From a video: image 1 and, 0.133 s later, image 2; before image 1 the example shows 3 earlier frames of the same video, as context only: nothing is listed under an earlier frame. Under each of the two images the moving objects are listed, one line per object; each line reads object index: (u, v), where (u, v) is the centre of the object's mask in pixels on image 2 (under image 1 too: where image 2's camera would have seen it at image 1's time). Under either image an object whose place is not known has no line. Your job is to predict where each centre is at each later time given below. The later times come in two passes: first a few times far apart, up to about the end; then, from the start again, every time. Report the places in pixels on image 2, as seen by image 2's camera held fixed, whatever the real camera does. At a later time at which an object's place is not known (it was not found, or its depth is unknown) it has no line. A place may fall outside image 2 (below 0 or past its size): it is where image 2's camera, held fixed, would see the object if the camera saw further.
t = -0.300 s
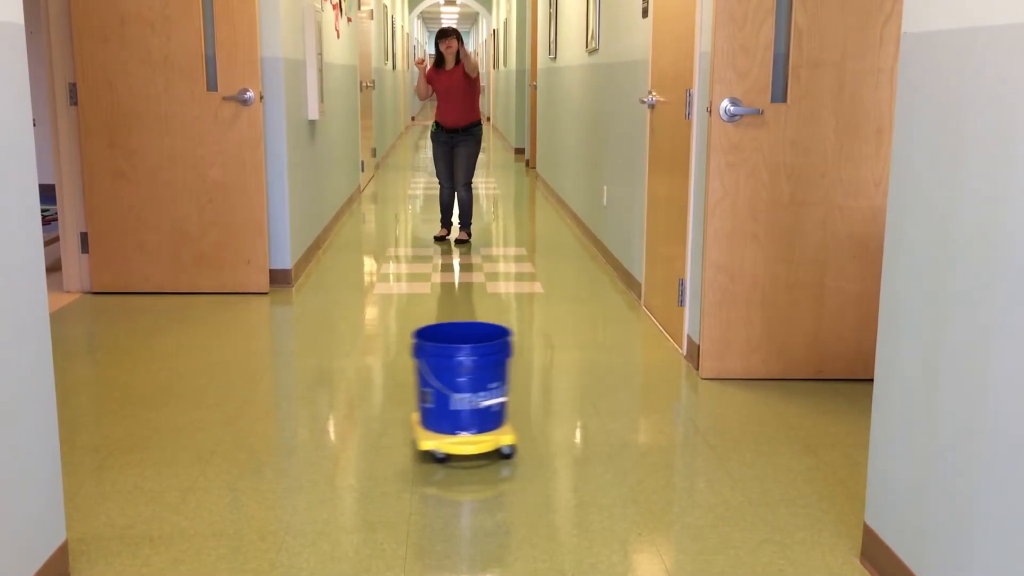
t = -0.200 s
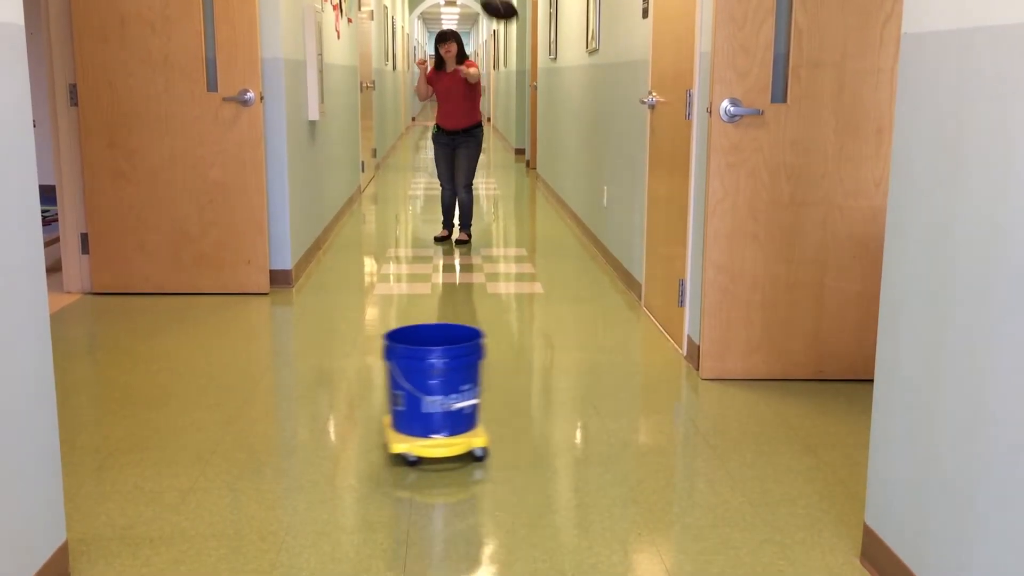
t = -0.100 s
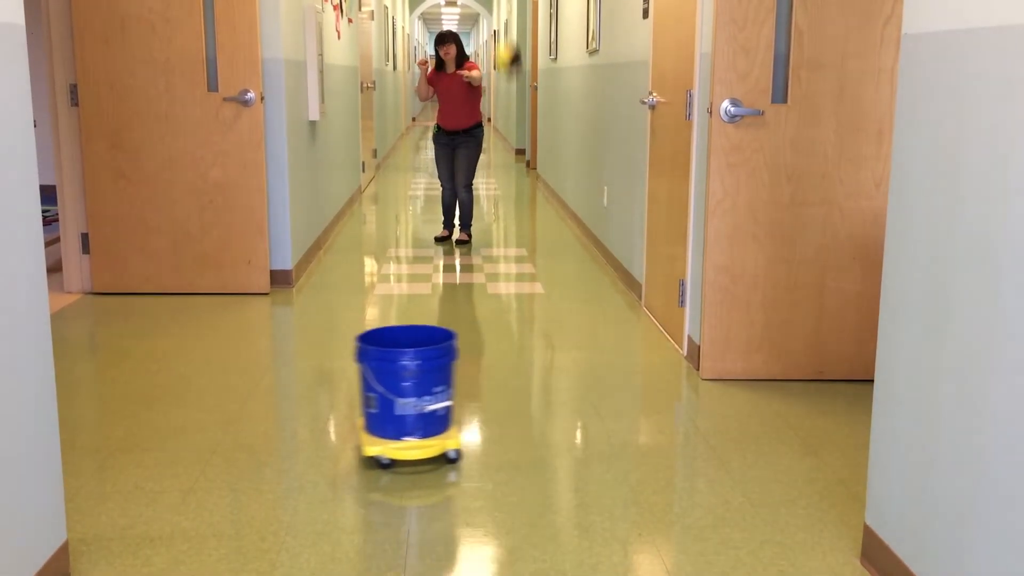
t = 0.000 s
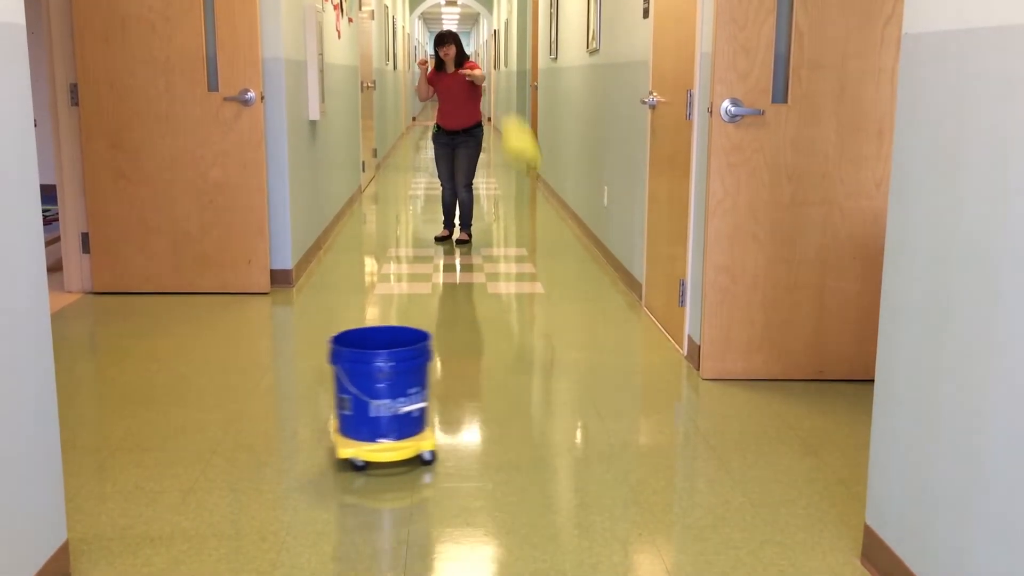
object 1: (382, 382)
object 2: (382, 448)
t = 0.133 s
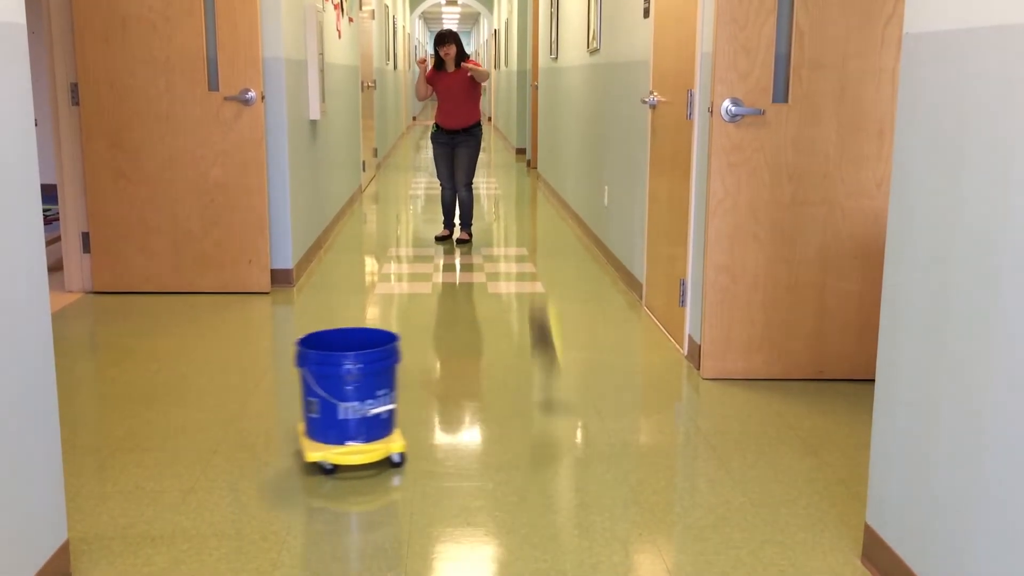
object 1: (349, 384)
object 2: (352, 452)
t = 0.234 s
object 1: (325, 386)
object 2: (329, 454)
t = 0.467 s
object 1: (276, 391)
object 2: (282, 460)
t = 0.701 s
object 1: (235, 397)
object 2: (243, 465)
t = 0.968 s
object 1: (188, 405)
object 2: (198, 474)
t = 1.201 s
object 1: (159, 411)
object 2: (168, 479)
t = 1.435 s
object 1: (138, 416)
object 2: (144, 485)
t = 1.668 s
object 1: (126, 419)
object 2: (141, 488)
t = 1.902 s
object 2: (141, 490)
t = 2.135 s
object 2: (140, 491)
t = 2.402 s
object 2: (139, 491)
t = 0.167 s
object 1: (341, 385)
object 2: (345, 452)
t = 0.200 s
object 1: (333, 385)
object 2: (337, 453)
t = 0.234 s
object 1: (325, 386)
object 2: (329, 454)
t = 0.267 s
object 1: (318, 387)
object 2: (322, 455)
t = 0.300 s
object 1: (310, 388)
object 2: (316, 456)
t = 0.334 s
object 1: (303, 388)
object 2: (309, 457)
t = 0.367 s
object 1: (296, 389)
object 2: (302, 458)
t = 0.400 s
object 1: (290, 390)
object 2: (295, 458)
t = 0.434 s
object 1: (283, 391)
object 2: (289, 459)
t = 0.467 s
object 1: (276, 391)
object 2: (282, 460)
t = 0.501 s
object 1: (270, 392)
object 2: (276, 460)
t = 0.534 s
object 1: (263, 393)
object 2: (270, 461)
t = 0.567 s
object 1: (258, 394)
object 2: (265, 462)
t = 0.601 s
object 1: (251, 395)
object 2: (259, 462)
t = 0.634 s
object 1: (244, 399)
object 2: (253, 464)
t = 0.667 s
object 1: (239, 400)
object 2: (248, 464)
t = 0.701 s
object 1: (235, 397)
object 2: (243, 465)
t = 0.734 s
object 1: (229, 398)
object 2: (238, 466)
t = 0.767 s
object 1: (223, 399)
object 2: (232, 467)
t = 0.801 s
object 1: (217, 400)
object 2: (226, 469)
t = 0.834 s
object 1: (211, 402)
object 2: (219, 470)
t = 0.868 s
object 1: (204, 403)
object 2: (213, 471)
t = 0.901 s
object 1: (198, 404)
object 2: (206, 472)
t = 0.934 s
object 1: (193, 404)
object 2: (202, 473)
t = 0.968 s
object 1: (188, 405)
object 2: (198, 474)
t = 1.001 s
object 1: (184, 406)
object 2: (193, 474)
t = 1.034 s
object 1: (180, 406)
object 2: (189, 475)
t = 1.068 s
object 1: (176, 407)
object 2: (185, 475)
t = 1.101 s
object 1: (172, 408)
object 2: (180, 476)
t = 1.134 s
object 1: (168, 409)
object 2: (177, 477)
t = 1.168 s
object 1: (163, 410)
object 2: (173, 478)
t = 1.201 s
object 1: (159, 411)
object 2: (168, 479)
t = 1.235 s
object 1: (156, 412)
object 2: (163, 480)
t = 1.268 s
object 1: (153, 412)
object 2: (160, 481)
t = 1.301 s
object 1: (149, 413)
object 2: (156, 481)
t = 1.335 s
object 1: (145, 414)
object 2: (153, 482)
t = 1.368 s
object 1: (143, 414)
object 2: (150, 483)
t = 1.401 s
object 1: (140, 415)
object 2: (147, 484)
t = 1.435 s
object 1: (138, 416)
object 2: (144, 485)
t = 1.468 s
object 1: (135, 417)
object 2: (143, 486)
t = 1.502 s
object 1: (133, 418)
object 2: (143, 486)
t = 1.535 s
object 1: (131, 418)
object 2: (143, 487)
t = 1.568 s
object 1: (130, 418)
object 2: (142, 487)
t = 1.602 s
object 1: (129, 418)
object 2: (141, 488)
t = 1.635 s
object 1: (127, 419)
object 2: (141, 488)
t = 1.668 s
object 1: (126, 419)
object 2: (141, 488)
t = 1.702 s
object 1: (125, 420)
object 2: (141, 489)
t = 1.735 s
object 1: (124, 420)
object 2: (141, 489)
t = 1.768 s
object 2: (140, 489)
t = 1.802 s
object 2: (140, 490)
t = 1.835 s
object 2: (140, 490)
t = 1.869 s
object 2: (140, 490)
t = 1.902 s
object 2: (141, 490)
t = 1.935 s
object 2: (140, 491)
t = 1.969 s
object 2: (140, 491)
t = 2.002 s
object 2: (140, 491)
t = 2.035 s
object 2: (140, 491)
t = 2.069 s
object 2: (140, 491)
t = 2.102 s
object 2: (140, 491)
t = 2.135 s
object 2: (140, 491)
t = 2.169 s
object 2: (140, 491)
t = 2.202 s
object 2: (139, 491)
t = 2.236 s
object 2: (139, 491)
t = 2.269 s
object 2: (139, 491)
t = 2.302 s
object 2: (139, 491)
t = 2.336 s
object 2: (139, 491)
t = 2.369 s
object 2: (139, 491)
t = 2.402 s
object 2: (139, 491)
